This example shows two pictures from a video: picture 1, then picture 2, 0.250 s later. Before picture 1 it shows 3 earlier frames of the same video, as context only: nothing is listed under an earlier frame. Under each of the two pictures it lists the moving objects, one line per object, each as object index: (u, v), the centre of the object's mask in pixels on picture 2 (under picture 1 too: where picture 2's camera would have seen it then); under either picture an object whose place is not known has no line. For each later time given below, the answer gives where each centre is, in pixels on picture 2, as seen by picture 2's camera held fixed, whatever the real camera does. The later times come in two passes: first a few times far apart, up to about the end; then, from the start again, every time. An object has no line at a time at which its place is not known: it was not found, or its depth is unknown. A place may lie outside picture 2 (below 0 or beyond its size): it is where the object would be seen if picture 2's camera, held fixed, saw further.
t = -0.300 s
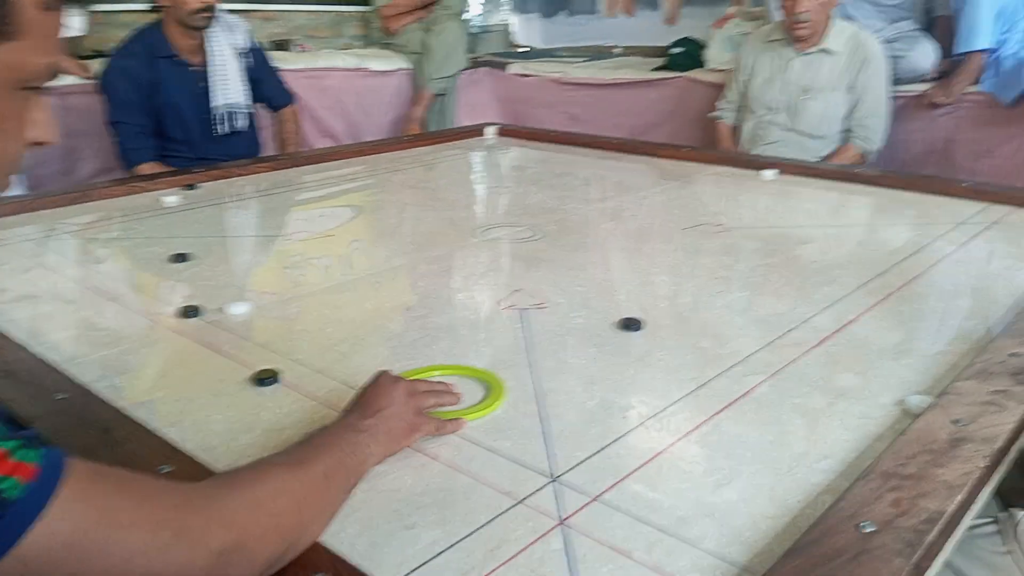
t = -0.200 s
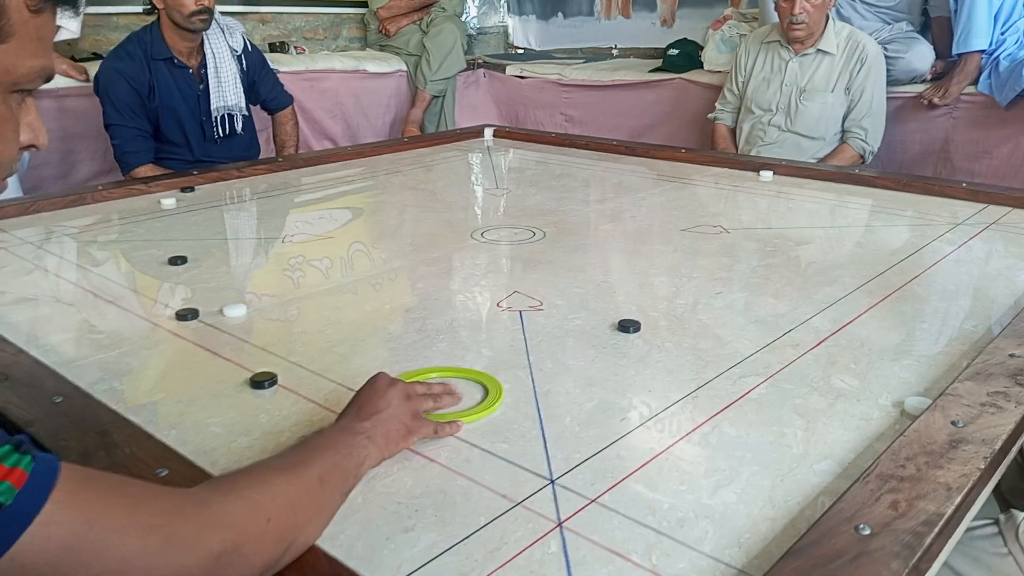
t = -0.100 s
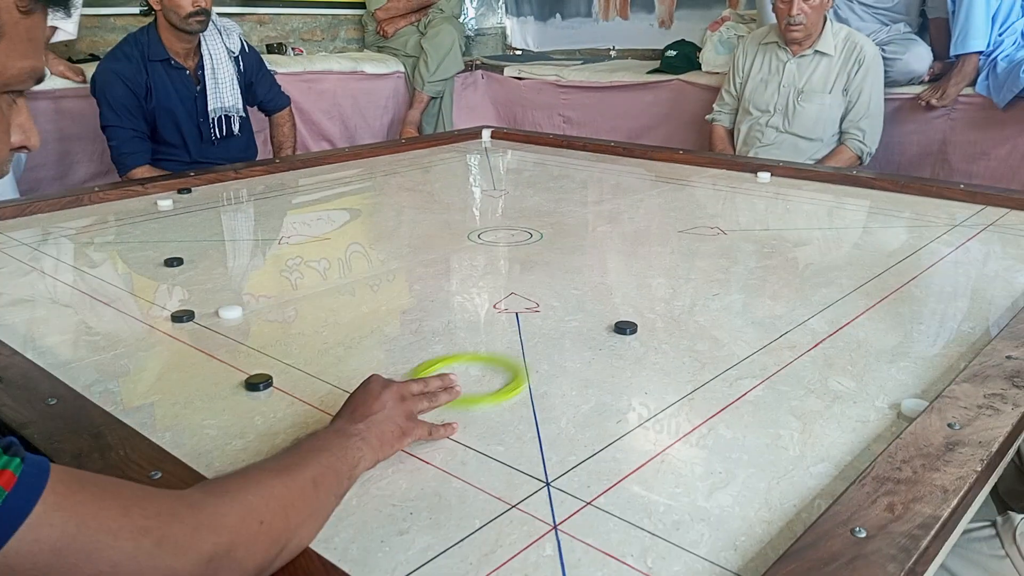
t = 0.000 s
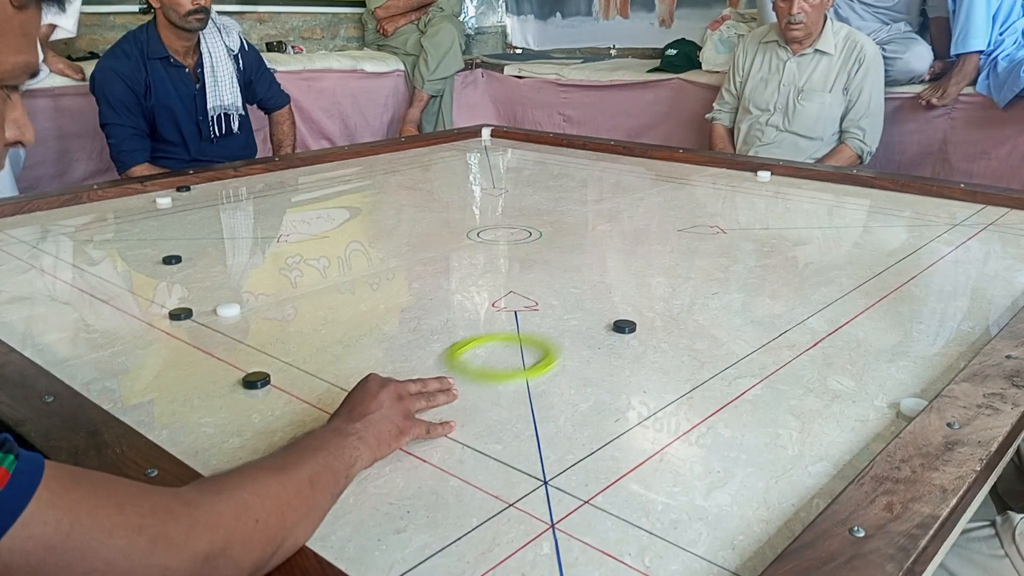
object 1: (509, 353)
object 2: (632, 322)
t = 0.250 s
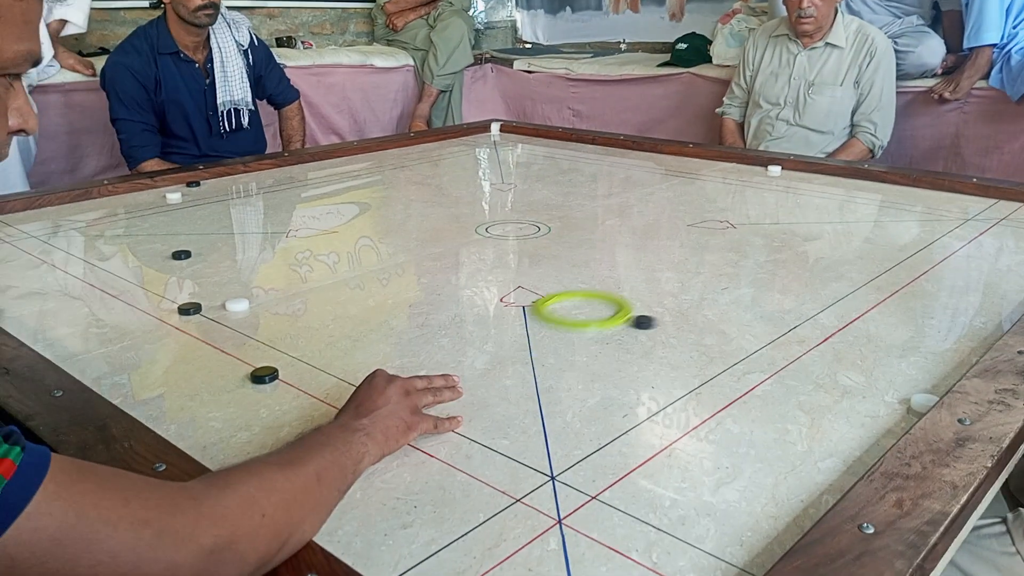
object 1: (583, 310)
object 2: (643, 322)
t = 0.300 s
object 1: (594, 302)
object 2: (653, 323)
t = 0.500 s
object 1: (633, 277)
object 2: (694, 325)
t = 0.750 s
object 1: (674, 251)
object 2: (743, 328)
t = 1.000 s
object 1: (708, 230)
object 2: (791, 332)
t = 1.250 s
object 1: (738, 212)
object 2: (837, 335)
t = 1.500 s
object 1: (763, 197)
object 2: (881, 339)
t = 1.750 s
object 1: (784, 185)
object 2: (922, 343)
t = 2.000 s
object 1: (791, 179)
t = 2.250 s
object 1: (764, 187)
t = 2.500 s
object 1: (738, 195)
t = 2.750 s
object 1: (712, 205)
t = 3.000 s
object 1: (685, 214)
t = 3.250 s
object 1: (657, 224)
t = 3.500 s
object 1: (629, 234)
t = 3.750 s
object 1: (602, 245)
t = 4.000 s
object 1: (576, 256)
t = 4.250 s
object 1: (549, 268)
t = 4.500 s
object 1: (523, 280)
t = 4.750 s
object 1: (496, 293)
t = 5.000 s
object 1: (469, 307)
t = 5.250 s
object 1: (441, 322)
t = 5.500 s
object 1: (412, 340)
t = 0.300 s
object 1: (594, 302)
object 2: (653, 323)
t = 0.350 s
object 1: (603, 296)
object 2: (663, 323)
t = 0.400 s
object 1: (614, 289)
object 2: (673, 324)
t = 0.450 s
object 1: (623, 283)
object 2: (684, 325)
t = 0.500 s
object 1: (633, 277)
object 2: (694, 325)
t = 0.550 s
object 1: (641, 271)
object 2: (703, 326)
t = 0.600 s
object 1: (650, 266)
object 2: (713, 326)
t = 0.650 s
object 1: (658, 261)
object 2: (723, 327)
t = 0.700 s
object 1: (666, 256)
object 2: (733, 328)
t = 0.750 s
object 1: (674, 251)
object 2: (743, 328)
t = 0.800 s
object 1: (681, 246)
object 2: (753, 329)
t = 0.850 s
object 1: (689, 242)
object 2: (763, 330)
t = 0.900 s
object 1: (695, 238)
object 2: (773, 330)
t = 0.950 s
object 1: (702, 233)
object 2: (782, 331)
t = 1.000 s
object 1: (708, 230)
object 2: (791, 332)
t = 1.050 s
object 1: (715, 226)
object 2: (801, 333)
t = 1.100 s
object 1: (721, 222)
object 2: (810, 333)
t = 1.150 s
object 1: (727, 219)
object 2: (819, 334)
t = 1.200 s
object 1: (732, 215)
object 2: (828, 335)
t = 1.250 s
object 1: (738, 212)
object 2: (837, 335)
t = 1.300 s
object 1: (743, 209)
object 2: (848, 336)
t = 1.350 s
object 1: (748, 205)
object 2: (856, 337)
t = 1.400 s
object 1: (754, 202)
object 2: (865, 338)
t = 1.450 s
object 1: (758, 199)
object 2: (873, 338)
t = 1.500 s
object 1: (763, 197)
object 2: (881, 339)
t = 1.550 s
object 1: (767, 194)
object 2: (890, 340)
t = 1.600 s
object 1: (772, 192)
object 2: (898, 341)
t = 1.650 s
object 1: (776, 189)
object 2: (907, 341)
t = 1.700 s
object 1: (780, 187)
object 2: (915, 342)
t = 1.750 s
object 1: (784, 185)
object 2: (922, 343)
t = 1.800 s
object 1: (789, 182)
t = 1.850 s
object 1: (792, 180)
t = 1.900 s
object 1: (796, 178)
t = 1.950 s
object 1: (795, 178)
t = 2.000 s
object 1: (791, 179)
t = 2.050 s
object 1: (786, 180)
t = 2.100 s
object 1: (780, 182)
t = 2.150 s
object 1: (774, 184)
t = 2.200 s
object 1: (769, 185)
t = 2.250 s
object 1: (764, 187)
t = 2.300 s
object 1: (759, 189)
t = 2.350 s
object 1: (754, 190)
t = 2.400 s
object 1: (749, 192)
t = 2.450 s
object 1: (743, 194)
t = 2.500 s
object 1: (738, 195)
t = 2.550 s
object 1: (733, 197)
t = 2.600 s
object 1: (728, 199)
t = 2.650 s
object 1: (722, 201)
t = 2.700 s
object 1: (717, 203)
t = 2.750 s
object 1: (712, 205)
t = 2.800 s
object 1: (707, 206)
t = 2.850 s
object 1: (702, 208)
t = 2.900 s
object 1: (696, 210)
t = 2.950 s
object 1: (691, 212)
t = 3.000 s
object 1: (685, 214)
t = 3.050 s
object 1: (680, 216)
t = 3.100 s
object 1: (674, 218)
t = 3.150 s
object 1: (669, 220)
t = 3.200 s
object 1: (663, 222)
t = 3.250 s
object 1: (657, 224)
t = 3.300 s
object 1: (652, 226)
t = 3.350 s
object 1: (646, 228)
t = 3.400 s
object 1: (641, 230)
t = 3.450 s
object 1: (635, 232)
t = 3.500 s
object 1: (629, 234)
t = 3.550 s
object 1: (623, 237)
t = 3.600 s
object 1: (618, 239)
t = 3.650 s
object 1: (613, 241)
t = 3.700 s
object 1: (607, 243)
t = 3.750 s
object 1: (602, 245)
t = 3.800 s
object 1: (597, 247)
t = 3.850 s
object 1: (591, 249)
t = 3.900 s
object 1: (586, 251)
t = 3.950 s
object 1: (581, 254)
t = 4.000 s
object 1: (576, 256)
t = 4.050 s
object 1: (571, 258)
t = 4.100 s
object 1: (565, 260)
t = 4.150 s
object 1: (560, 263)
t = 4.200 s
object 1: (555, 265)
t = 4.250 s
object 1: (549, 268)
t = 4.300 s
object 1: (544, 270)
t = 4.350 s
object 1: (539, 272)
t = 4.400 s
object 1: (534, 275)
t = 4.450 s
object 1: (528, 277)
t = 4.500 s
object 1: (523, 280)
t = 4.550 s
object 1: (517, 283)
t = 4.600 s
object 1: (512, 285)
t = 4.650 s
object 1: (507, 288)
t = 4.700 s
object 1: (501, 290)
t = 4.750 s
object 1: (496, 293)
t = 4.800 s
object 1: (491, 296)
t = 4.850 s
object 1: (485, 299)
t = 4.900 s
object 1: (480, 301)
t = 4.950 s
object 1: (475, 304)
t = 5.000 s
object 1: (469, 307)
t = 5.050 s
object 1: (463, 310)
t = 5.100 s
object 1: (458, 313)
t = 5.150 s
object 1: (453, 316)
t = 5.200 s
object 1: (446, 319)
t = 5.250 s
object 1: (441, 322)
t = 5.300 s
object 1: (435, 326)
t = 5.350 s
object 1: (429, 329)
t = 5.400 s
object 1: (424, 333)
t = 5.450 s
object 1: (418, 336)
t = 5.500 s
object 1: (412, 340)
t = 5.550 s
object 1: (407, 343)
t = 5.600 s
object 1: (401, 347)
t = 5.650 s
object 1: (395, 350)
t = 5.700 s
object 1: (390, 354)
